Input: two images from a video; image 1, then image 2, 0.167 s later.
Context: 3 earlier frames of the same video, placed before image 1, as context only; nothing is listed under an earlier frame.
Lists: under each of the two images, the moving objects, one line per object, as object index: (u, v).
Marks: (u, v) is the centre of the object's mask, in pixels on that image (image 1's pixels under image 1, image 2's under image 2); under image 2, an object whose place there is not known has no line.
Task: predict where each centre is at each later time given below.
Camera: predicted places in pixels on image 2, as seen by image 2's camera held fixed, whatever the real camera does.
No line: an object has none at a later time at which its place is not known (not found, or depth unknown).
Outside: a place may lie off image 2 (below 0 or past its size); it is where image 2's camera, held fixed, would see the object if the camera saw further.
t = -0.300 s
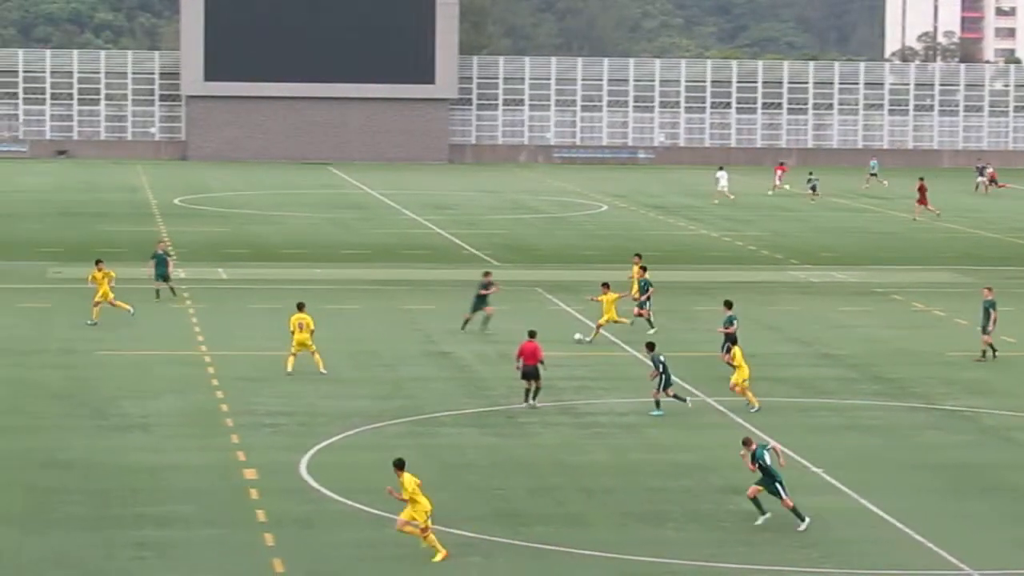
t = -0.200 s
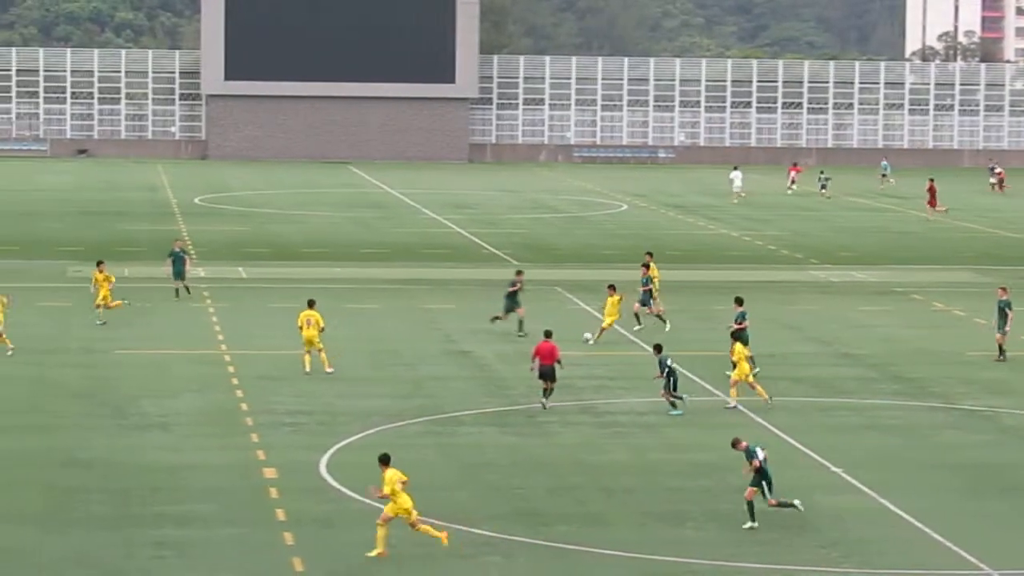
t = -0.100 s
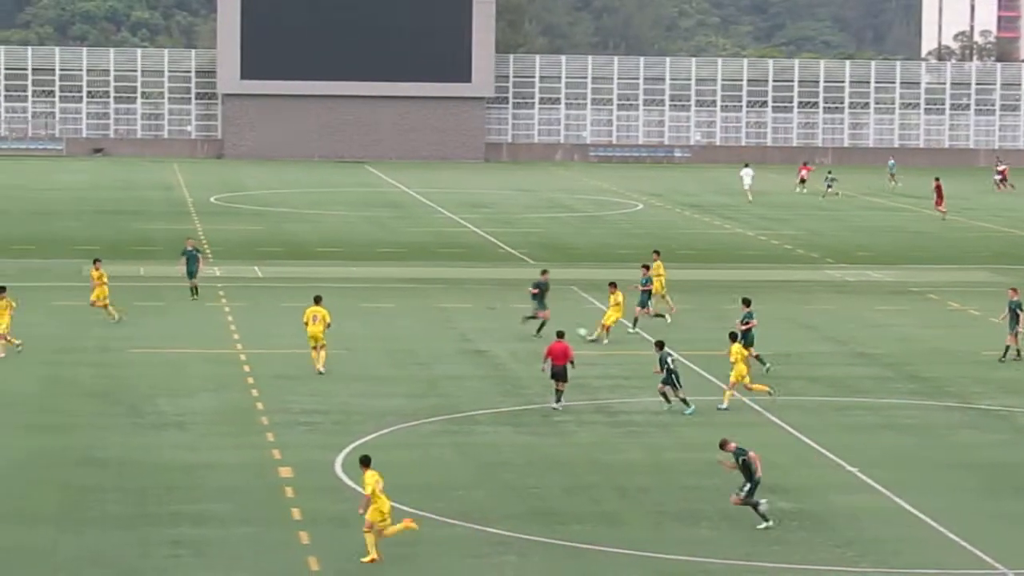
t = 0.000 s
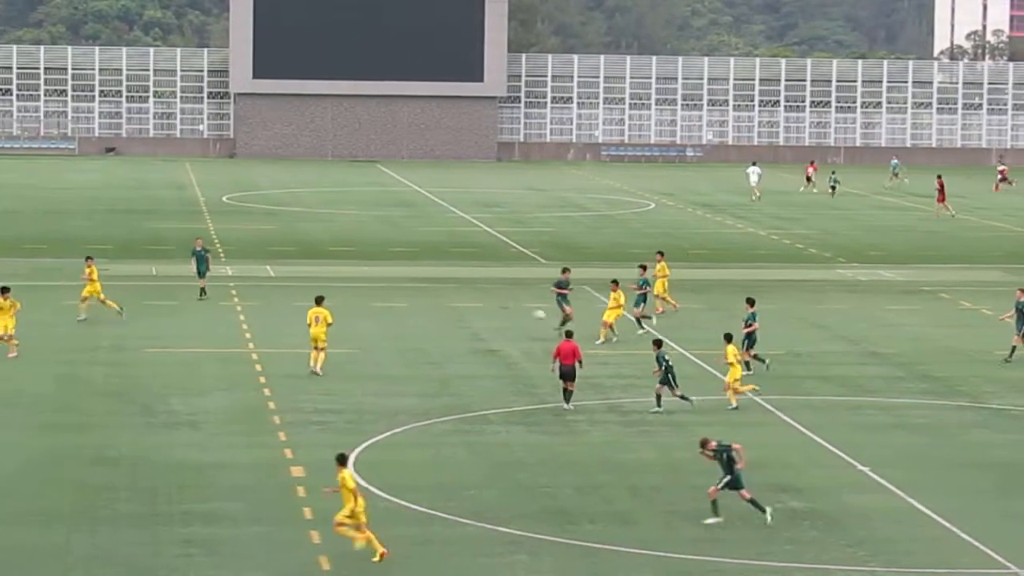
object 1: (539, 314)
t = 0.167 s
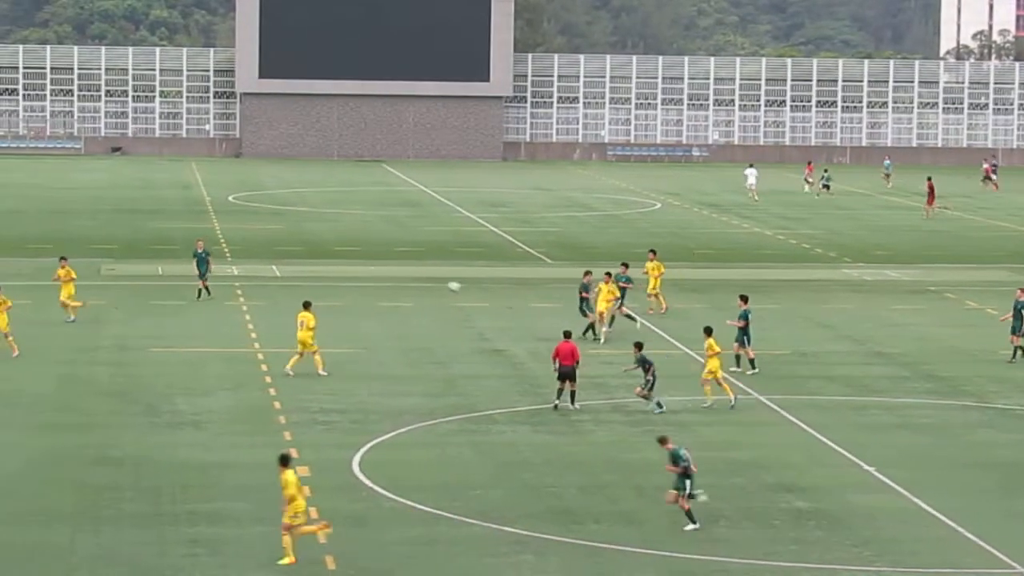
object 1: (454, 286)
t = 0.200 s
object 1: (435, 281)
